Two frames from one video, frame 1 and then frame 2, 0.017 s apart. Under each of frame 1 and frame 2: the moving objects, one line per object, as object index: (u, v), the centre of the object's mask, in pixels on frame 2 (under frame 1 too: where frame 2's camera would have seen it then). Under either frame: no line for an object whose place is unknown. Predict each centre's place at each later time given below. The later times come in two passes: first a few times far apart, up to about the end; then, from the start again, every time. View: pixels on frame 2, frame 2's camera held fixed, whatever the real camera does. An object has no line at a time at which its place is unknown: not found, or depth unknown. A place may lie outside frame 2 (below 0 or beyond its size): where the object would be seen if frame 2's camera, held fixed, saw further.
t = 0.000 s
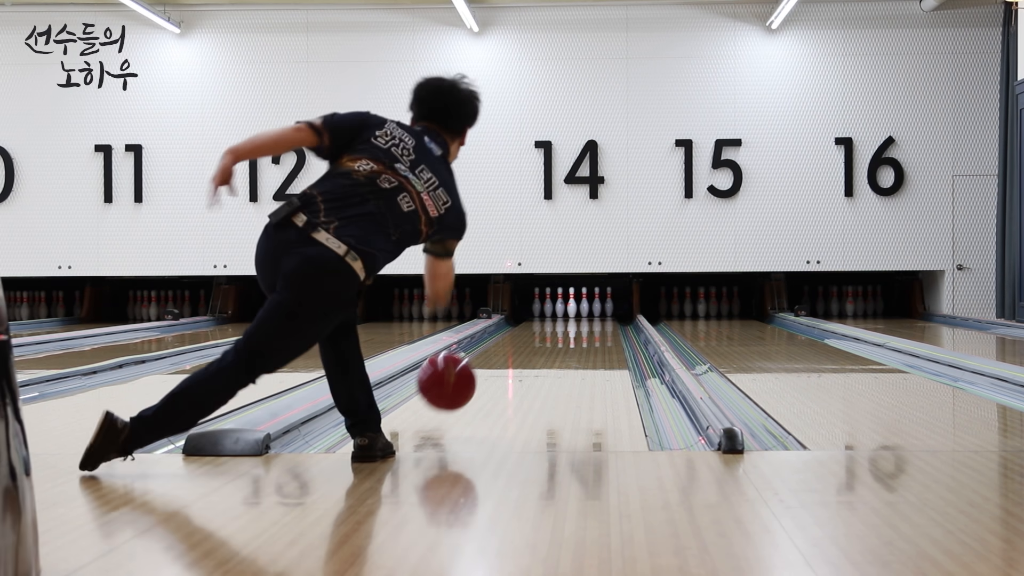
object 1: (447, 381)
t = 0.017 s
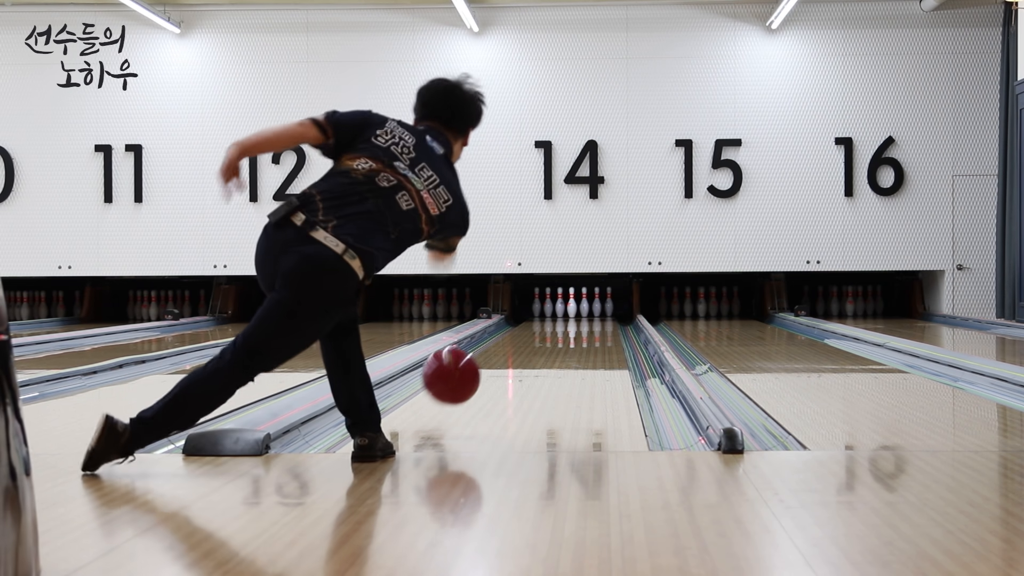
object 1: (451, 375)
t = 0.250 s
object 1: (503, 371)
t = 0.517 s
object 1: (539, 356)
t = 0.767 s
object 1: (561, 343)
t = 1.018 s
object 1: (577, 332)
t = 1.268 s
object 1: (587, 325)
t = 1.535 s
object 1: (594, 319)
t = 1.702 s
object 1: (595, 316)
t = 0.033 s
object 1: (456, 370)
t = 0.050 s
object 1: (460, 366)
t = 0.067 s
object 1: (464, 363)
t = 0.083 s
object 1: (469, 360)
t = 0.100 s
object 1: (472, 358)
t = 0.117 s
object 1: (476, 357)
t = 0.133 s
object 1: (480, 357)
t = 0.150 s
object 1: (483, 357)
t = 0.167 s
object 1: (487, 358)
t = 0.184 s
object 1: (490, 360)
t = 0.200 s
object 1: (493, 362)
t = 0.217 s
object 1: (497, 364)
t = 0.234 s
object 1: (500, 367)
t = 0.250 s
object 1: (503, 371)
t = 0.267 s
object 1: (506, 374)
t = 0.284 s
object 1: (508, 374)
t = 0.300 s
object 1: (511, 372)
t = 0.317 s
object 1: (514, 371)
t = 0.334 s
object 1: (516, 369)
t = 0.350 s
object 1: (519, 368)
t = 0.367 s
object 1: (521, 367)
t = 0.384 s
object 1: (523, 365)
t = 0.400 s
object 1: (526, 364)
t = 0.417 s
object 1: (528, 363)
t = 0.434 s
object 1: (530, 361)
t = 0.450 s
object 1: (532, 360)
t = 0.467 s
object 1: (534, 359)
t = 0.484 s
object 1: (536, 358)
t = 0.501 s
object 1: (537, 357)
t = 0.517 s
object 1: (539, 356)
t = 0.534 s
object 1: (541, 355)
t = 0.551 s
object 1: (543, 354)
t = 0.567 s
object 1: (544, 353)
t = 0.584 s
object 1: (546, 352)
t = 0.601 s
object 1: (548, 351)
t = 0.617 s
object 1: (549, 350)
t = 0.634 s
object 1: (551, 349)
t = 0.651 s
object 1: (552, 348)
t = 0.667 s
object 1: (554, 347)
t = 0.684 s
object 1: (555, 347)
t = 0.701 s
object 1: (556, 346)
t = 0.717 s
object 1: (558, 345)
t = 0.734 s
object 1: (559, 344)
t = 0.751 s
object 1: (560, 343)
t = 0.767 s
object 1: (561, 343)
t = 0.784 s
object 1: (563, 342)
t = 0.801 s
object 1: (564, 341)
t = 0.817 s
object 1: (565, 340)
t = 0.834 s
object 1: (566, 339)
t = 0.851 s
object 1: (567, 339)
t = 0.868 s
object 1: (568, 338)
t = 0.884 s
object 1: (569, 337)
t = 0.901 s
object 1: (570, 337)
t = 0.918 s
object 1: (571, 336)
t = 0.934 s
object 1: (572, 335)
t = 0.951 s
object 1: (573, 335)
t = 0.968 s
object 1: (574, 334)
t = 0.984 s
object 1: (575, 333)
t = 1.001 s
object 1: (576, 333)
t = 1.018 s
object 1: (577, 332)
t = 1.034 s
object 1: (578, 332)
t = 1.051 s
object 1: (578, 331)
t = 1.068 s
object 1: (579, 331)
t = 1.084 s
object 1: (580, 330)
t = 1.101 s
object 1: (581, 330)
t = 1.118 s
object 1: (581, 329)
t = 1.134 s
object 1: (582, 329)
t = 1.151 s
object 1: (583, 329)
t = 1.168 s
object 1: (584, 328)
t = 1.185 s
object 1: (584, 328)
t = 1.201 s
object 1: (585, 327)
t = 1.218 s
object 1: (585, 327)
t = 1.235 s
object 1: (586, 326)
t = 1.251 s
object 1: (587, 326)
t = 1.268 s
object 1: (587, 325)
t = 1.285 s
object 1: (588, 325)
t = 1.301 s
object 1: (588, 324)
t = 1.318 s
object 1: (589, 324)
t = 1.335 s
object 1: (589, 324)
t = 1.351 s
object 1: (590, 323)
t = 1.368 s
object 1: (590, 323)
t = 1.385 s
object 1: (591, 322)
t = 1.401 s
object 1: (591, 322)
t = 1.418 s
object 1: (591, 322)
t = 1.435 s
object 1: (592, 321)
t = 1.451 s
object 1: (592, 321)
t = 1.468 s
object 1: (593, 320)
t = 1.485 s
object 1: (593, 320)
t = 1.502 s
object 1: (593, 320)
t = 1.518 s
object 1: (594, 319)
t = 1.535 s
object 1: (594, 319)
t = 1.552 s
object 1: (594, 319)
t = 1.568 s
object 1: (594, 318)
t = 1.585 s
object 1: (594, 318)
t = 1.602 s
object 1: (595, 318)
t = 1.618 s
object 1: (595, 317)
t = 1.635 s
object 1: (595, 317)
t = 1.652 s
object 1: (595, 317)
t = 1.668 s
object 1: (595, 316)
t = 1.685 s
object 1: (595, 316)
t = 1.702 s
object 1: (595, 316)
